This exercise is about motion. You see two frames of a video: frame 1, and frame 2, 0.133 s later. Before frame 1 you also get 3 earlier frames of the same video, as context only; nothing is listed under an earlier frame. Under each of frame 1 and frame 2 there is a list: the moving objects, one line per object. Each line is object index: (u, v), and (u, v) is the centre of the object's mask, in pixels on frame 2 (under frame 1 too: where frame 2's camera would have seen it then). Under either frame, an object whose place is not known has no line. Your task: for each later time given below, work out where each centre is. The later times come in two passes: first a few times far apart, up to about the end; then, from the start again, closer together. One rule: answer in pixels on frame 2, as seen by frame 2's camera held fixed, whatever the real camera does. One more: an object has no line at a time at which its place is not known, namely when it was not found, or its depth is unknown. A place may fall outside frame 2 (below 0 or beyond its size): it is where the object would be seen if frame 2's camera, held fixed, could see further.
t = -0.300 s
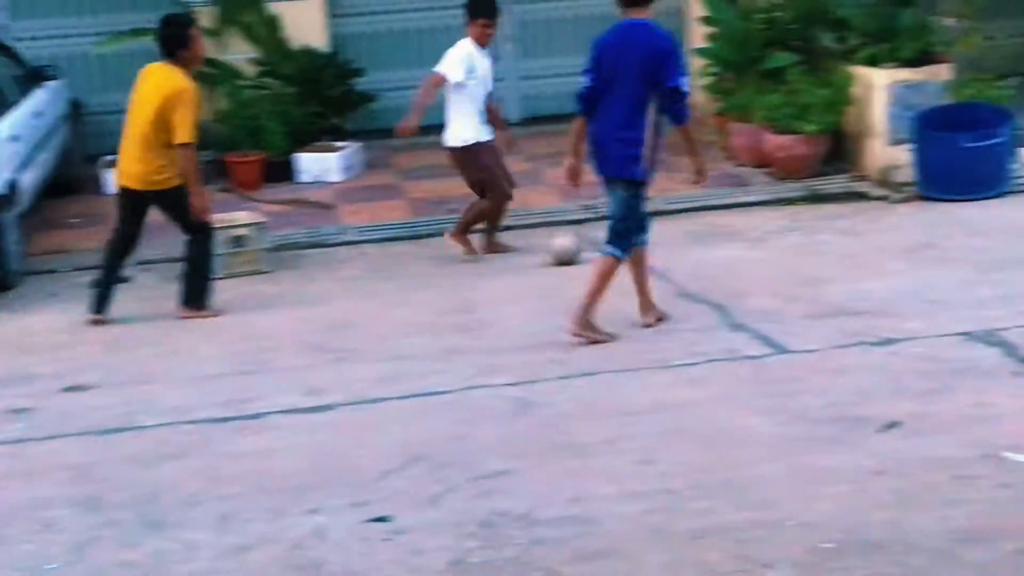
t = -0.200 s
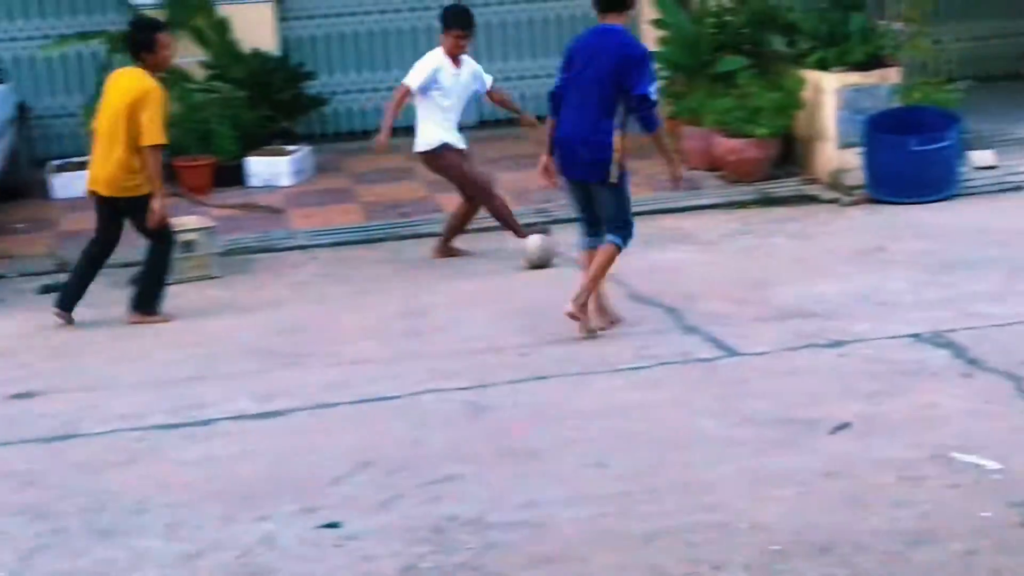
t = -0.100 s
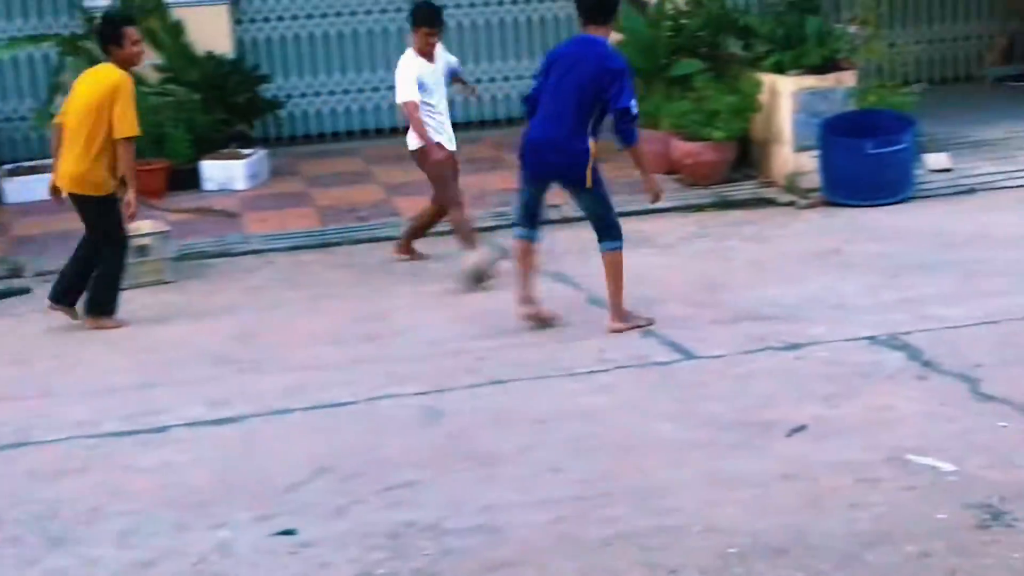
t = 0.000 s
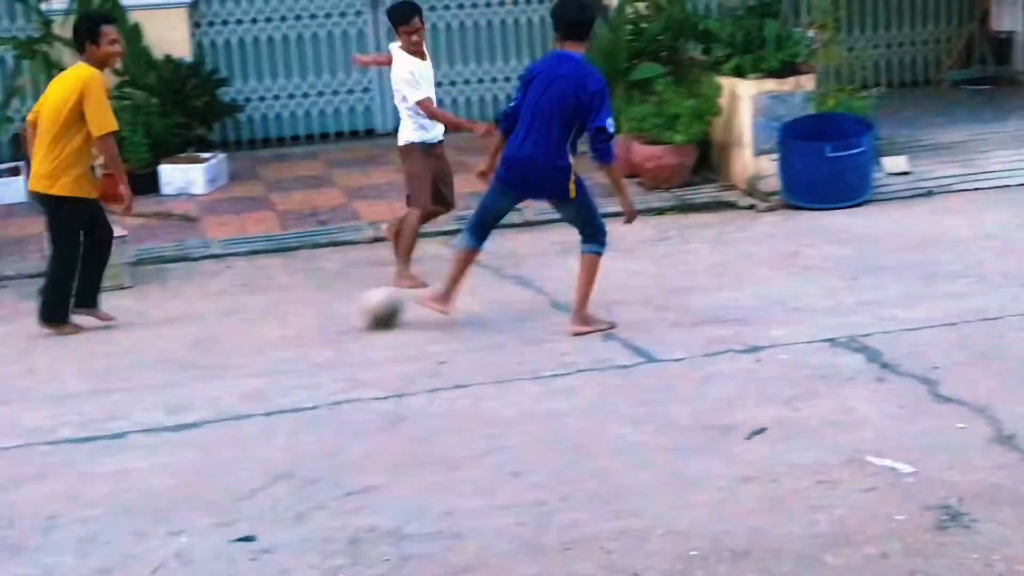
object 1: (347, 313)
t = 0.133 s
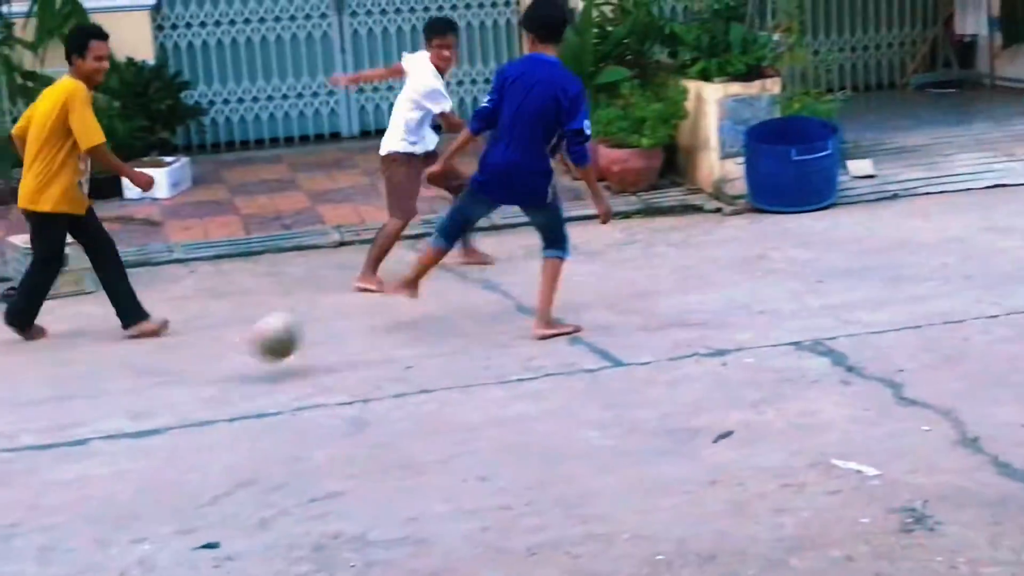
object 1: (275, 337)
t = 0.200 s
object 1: (237, 376)
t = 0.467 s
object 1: (71, 485)
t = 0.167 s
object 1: (255, 355)
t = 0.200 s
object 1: (237, 376)
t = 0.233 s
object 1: (217, 394)
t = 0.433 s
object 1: (93, 475)
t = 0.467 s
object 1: (71, 485)
